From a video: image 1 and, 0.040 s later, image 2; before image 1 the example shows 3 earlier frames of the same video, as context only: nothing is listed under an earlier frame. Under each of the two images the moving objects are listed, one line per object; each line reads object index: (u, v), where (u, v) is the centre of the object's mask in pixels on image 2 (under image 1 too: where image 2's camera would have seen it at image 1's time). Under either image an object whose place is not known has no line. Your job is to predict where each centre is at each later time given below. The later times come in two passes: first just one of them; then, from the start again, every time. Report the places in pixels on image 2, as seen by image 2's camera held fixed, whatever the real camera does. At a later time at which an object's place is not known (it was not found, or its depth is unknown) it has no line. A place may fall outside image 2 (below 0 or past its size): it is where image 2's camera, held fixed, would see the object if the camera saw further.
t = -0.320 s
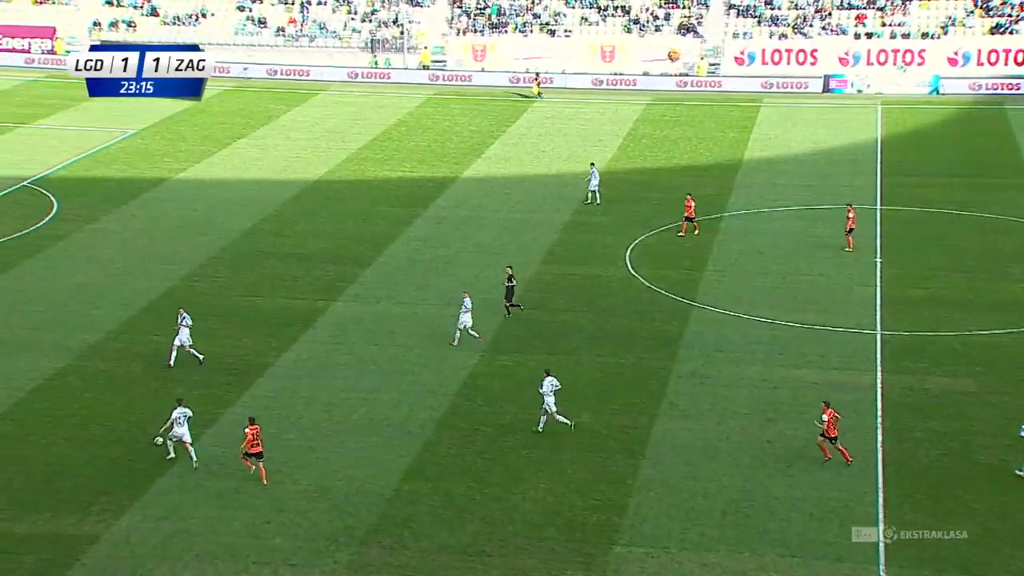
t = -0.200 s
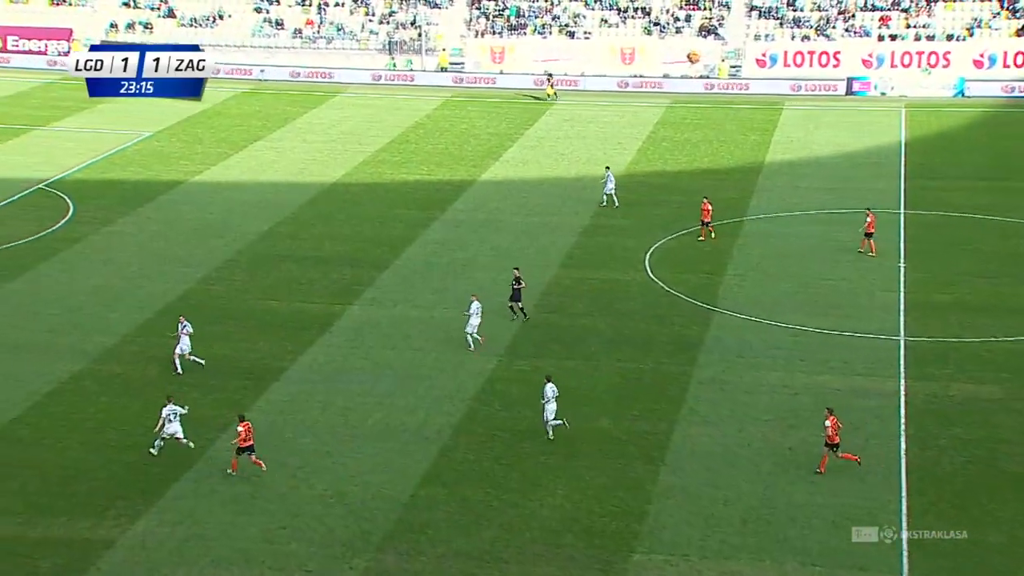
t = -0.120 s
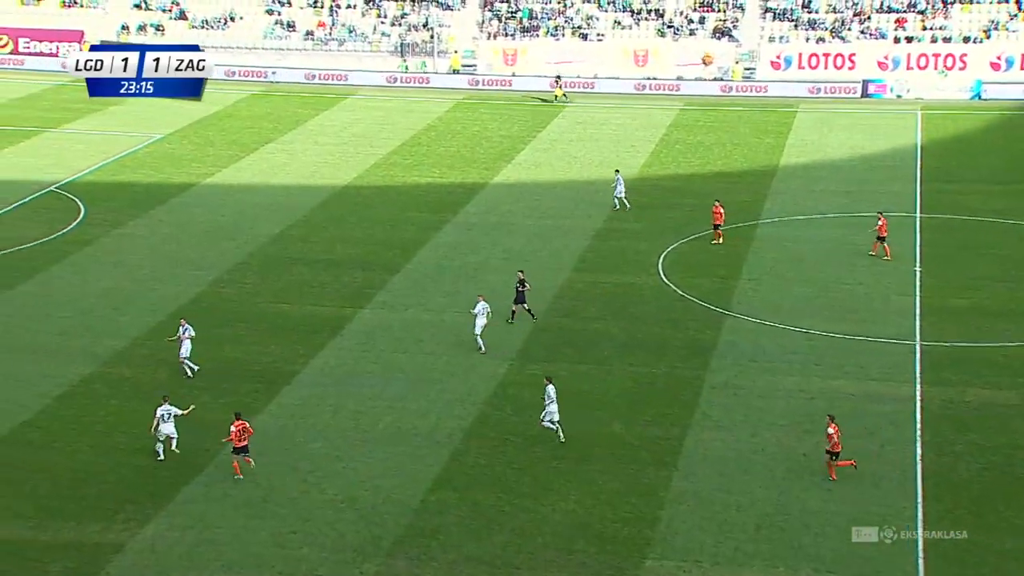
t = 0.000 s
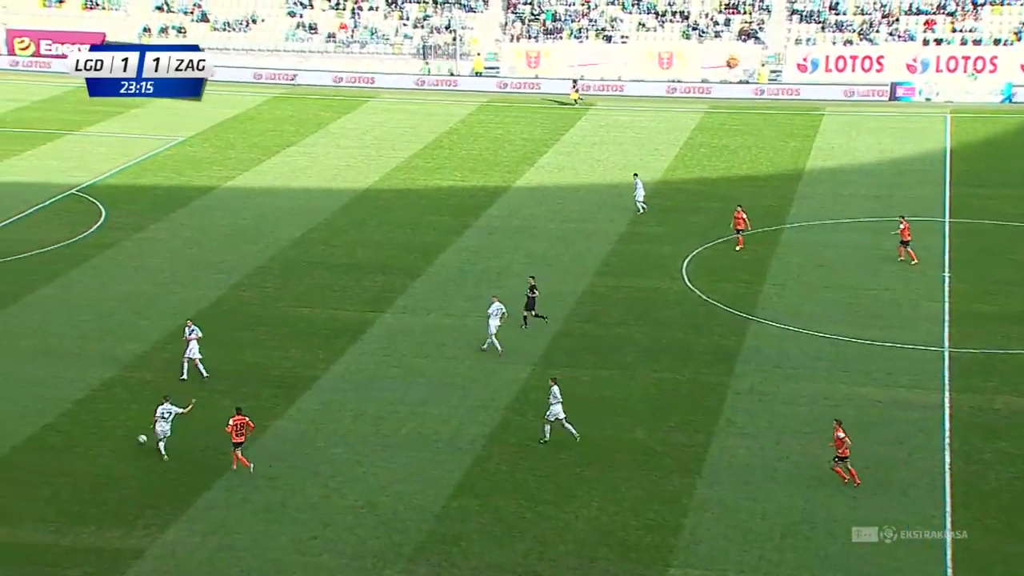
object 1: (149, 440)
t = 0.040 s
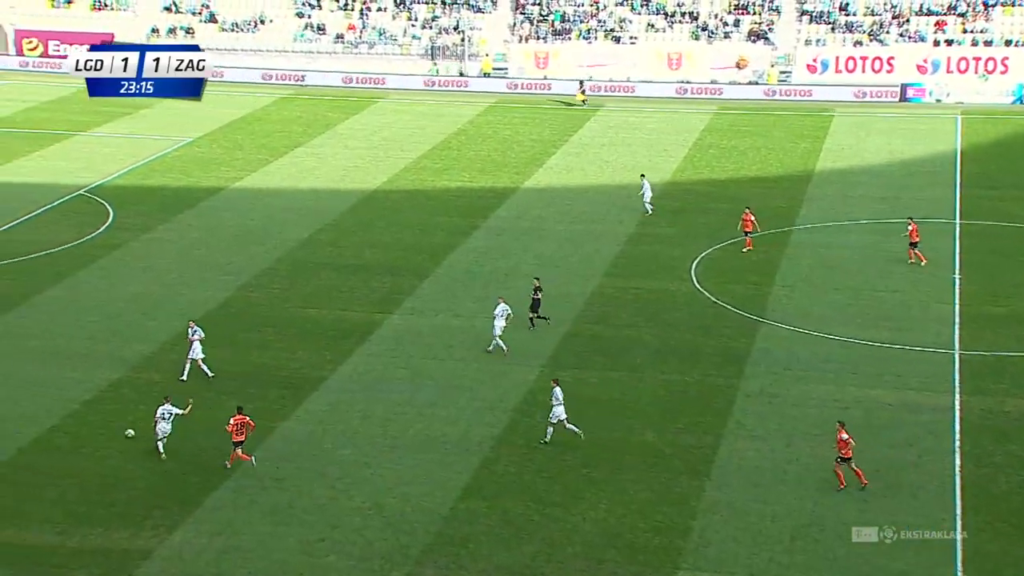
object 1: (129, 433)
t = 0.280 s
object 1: (25, 399)
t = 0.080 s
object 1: (110, 426)
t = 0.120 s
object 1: (92, 420)
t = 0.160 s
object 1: (75, 415)
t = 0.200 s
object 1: (57, 409)
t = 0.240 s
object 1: (40, 404)
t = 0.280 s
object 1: (25, 399)
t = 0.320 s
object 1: (10, 394)
